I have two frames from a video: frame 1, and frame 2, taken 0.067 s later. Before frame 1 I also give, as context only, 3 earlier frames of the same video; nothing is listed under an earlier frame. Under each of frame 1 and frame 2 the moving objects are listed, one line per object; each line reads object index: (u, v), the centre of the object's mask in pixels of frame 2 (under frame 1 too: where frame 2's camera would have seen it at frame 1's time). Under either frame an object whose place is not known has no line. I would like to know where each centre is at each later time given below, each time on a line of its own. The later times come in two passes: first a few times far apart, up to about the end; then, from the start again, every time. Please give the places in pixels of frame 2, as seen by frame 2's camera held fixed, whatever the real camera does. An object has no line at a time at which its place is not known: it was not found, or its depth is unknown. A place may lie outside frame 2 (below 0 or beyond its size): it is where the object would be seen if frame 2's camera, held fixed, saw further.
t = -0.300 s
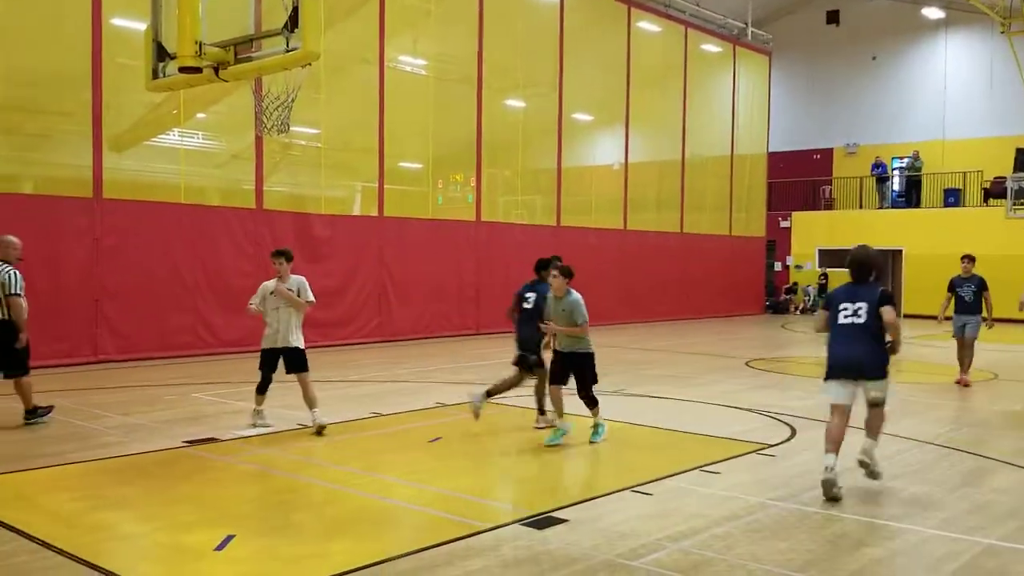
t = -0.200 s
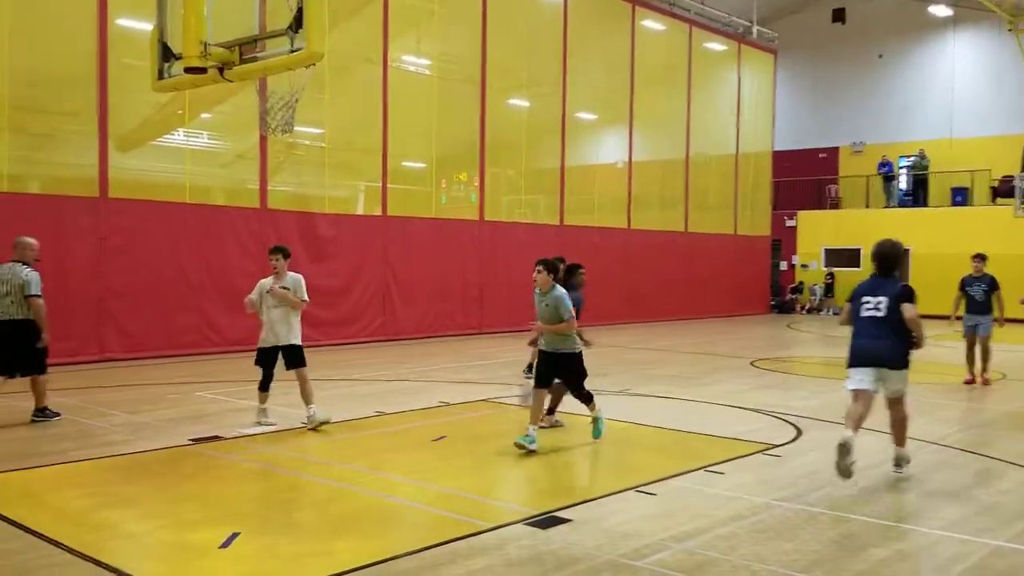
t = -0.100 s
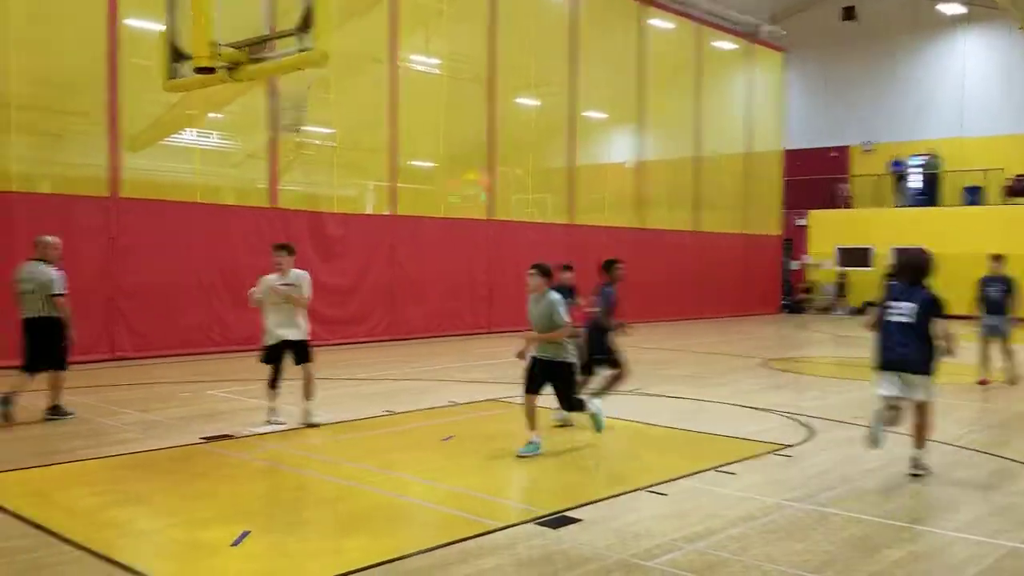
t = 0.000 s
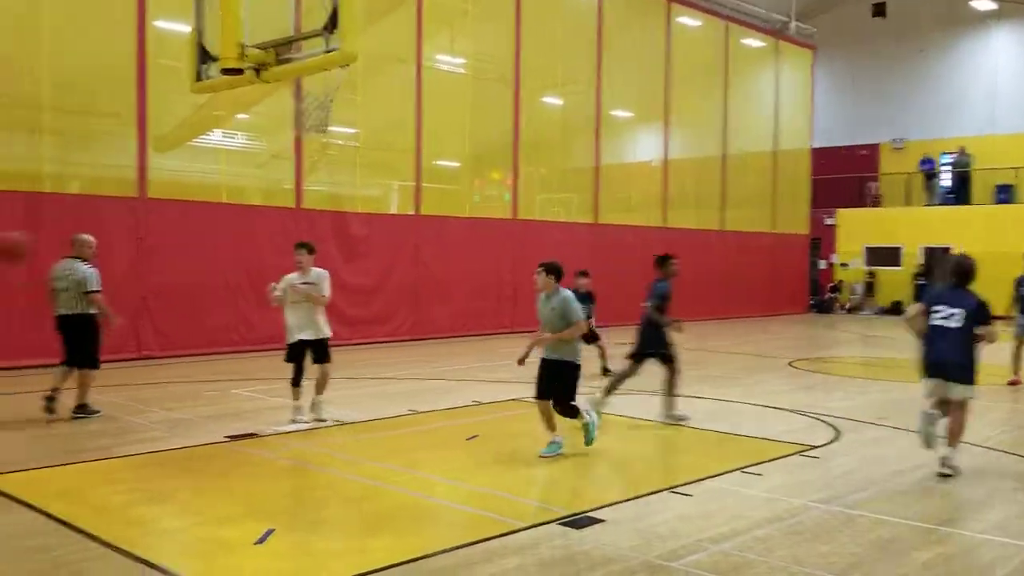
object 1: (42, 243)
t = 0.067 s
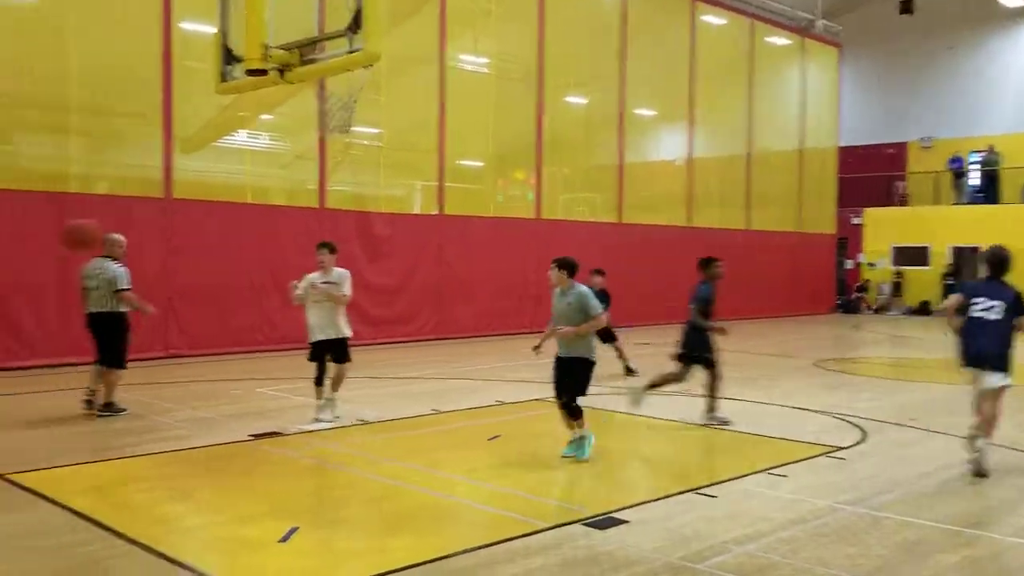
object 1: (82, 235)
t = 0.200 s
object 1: (157, 228)
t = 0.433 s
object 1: (264, 266)
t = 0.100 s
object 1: (102, 230)
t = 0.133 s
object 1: (121, 229)
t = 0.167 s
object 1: (140, 228)
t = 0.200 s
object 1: (157, 228)
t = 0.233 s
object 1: (175, 230)
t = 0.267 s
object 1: (190, 234)
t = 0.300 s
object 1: (206, 238)
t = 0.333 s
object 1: (220, 243)
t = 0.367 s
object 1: (236, 250)
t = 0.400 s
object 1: (248, 258)
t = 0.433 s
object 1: (264, 266)
